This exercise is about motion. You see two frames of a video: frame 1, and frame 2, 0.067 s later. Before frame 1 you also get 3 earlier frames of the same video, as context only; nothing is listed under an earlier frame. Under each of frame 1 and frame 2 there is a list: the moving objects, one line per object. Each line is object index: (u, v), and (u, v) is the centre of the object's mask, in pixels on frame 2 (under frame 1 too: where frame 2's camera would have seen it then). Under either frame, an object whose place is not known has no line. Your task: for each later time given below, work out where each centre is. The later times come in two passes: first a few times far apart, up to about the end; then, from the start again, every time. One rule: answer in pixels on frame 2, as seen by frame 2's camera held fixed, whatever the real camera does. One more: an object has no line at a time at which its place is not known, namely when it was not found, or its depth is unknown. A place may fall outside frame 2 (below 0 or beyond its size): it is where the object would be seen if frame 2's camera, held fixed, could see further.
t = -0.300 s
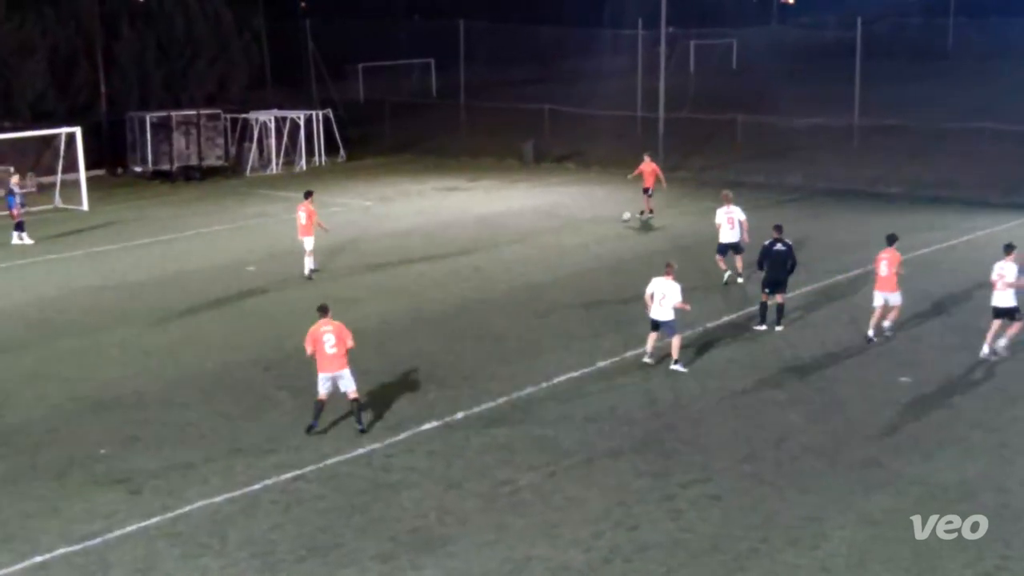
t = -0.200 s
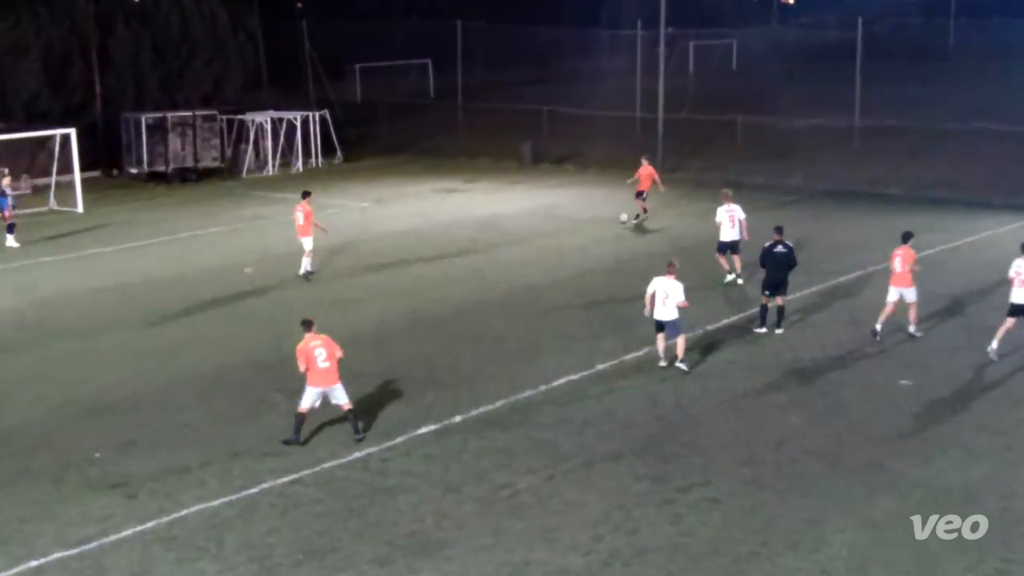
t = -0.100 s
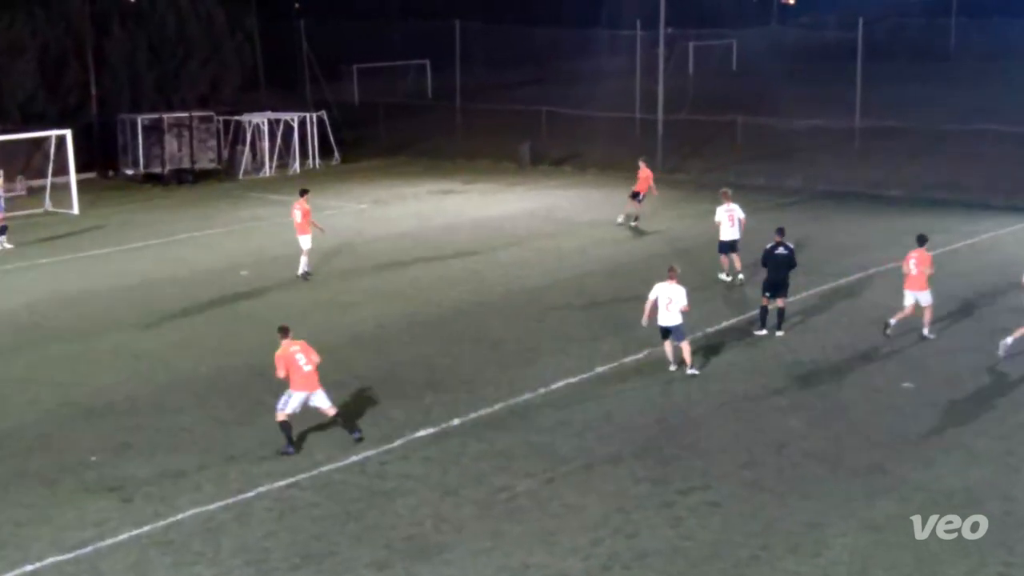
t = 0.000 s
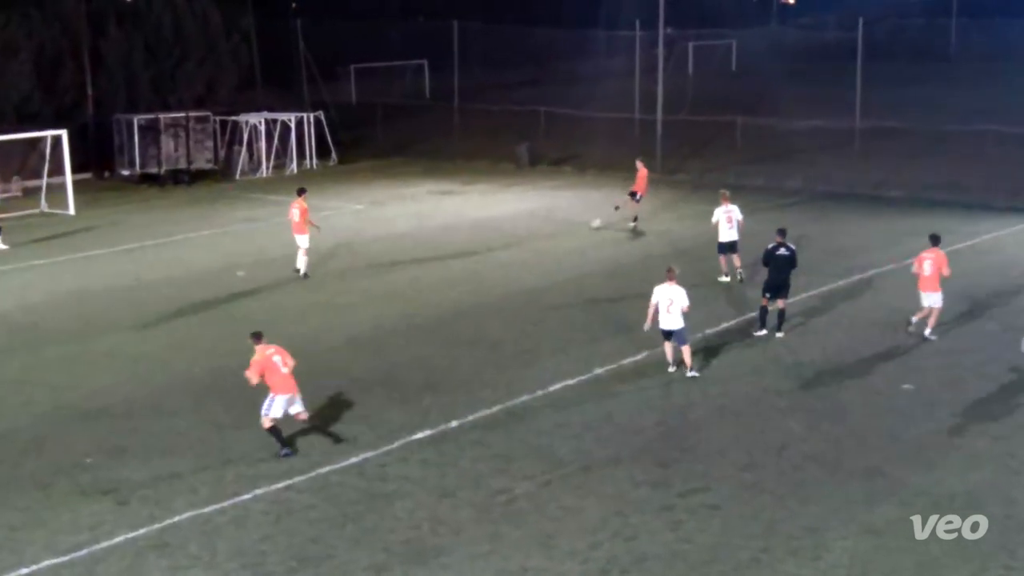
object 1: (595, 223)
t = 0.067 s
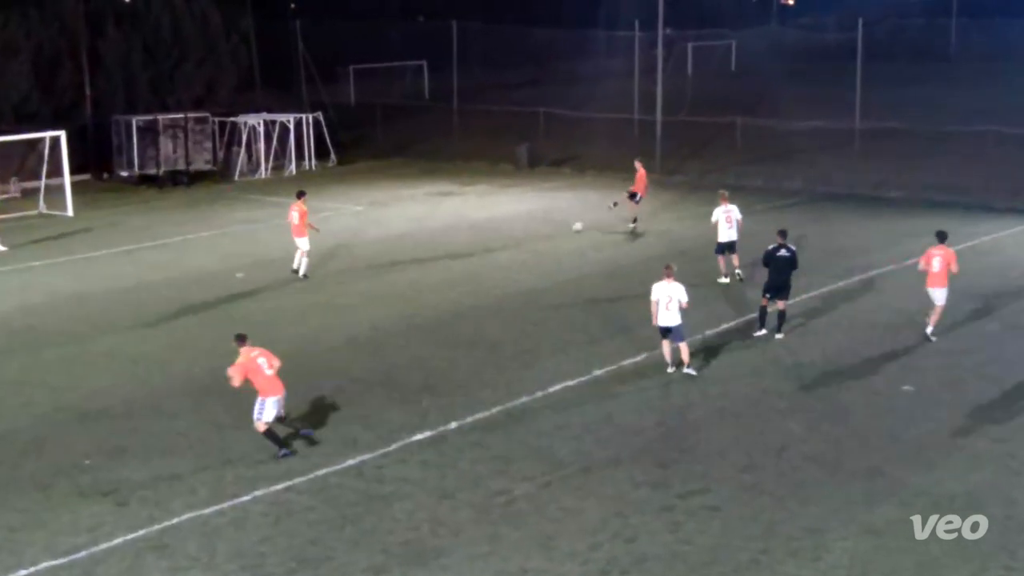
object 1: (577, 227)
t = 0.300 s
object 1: (516, 236)
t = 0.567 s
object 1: (457, 247)
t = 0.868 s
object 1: (395, 256)
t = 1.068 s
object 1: (354, 262)
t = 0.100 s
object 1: (568, 229)
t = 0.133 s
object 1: (557, 230)
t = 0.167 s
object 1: (550, 231)
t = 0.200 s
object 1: (540, 232)
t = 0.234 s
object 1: (532, 234)
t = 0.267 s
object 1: (524, 235)
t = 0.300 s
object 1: (516, 236)
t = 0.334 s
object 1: (508, 237)
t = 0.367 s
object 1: (500, 239)
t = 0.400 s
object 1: (493, 240)
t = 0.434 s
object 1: (486, 241)
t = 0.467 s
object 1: (479, 241)
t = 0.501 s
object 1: (472, 243)
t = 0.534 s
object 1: (464, 245)
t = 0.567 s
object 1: (457, 247)
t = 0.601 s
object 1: (450, 247)
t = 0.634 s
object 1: (444, 247)
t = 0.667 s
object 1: (437, 248)
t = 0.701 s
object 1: (430, 250)
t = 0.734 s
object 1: (423, 251)
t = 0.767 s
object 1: (416, 253)
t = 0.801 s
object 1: (409, 253)
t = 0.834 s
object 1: (402, 254)
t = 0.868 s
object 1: (395, 256)
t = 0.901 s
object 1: (388, 258)
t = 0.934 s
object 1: (381, 259)
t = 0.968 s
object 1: (374, 260)
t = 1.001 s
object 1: (368, 261)
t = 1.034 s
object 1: (360, 262)
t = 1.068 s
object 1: (354, 262)
